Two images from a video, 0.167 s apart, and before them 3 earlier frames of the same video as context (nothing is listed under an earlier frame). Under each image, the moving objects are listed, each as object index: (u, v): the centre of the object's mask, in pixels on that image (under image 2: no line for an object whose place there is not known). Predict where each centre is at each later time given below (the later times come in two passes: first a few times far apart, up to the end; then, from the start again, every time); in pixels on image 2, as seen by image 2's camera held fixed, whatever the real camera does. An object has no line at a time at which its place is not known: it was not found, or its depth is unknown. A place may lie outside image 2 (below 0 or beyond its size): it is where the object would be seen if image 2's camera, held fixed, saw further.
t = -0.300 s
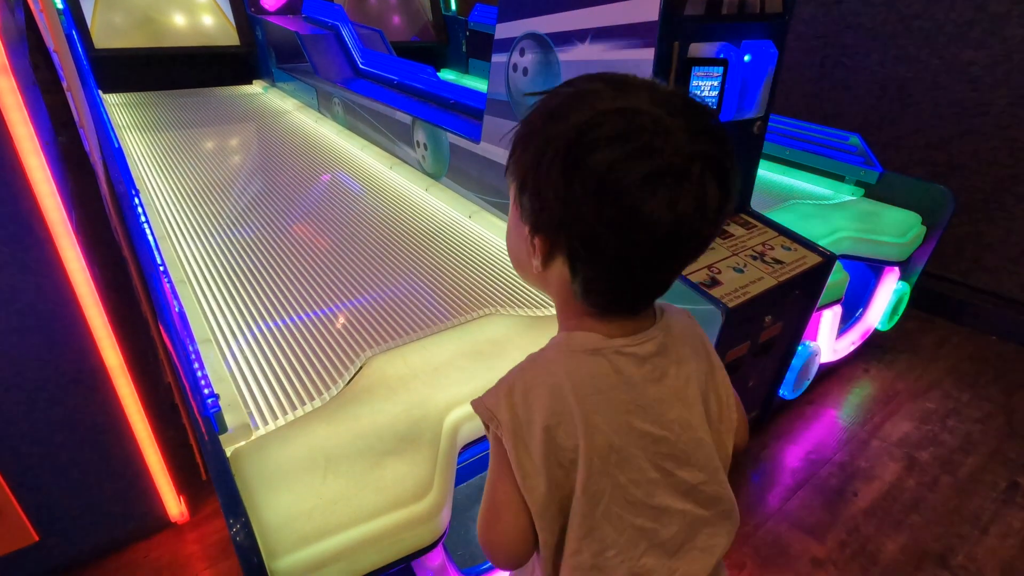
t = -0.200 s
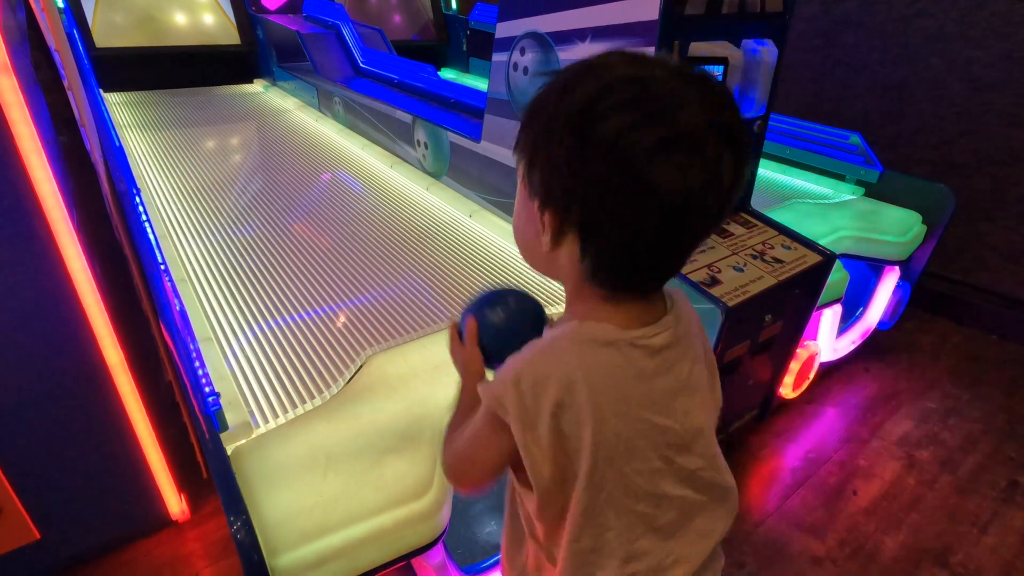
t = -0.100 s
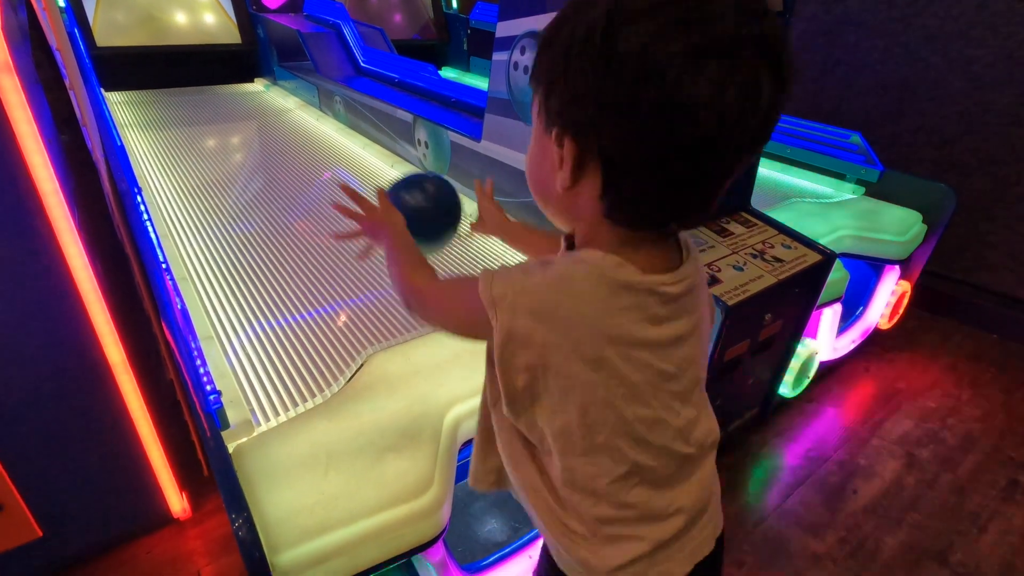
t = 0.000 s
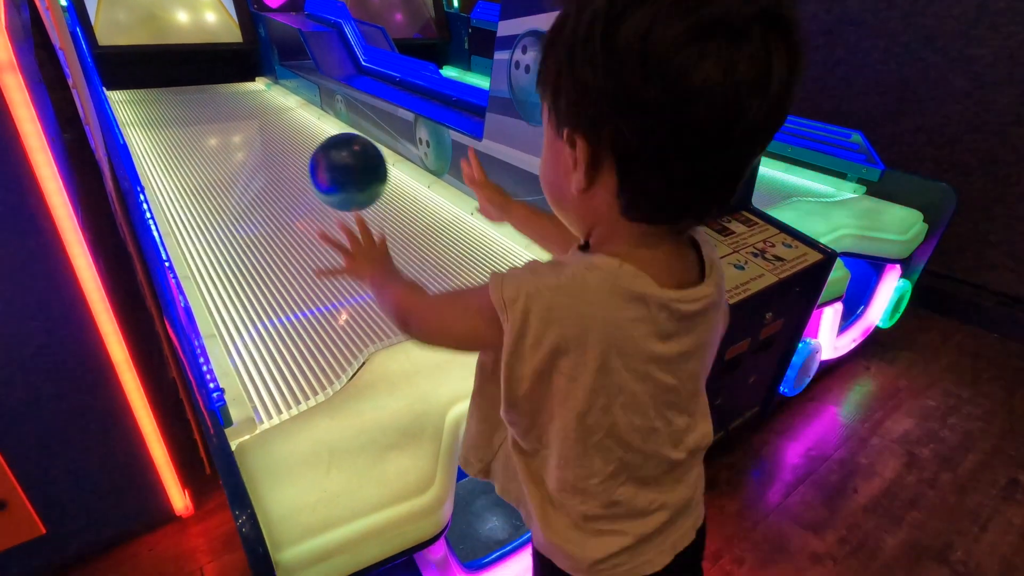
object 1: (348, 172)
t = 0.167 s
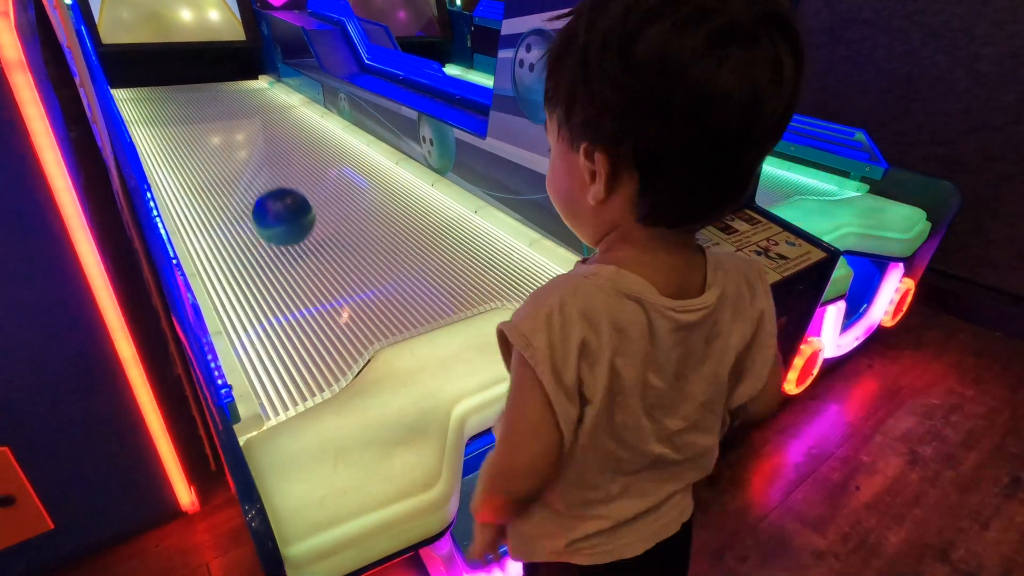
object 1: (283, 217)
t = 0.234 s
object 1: (261, 186)
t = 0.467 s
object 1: (213, 182)
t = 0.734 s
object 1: (169, 159)
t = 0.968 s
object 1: (157, 141)
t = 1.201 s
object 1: (150, 126)
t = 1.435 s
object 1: (146, 116)
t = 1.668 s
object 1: (146, 108)
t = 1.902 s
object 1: (148, 101)
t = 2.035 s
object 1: (150, 98)
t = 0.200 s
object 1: (271, 199)
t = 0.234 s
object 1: (261, 186)
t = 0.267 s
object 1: (252, 179)
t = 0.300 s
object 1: (244, 178)
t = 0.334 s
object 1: (238, 183)
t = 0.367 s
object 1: (233, 193)
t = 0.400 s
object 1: (226, 188)
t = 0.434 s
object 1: (219, 182)
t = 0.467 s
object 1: (213, 182)
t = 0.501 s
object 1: (207, 180)
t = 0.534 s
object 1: (201, 177)
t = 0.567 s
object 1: (195, 174)
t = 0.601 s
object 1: (190, 171)
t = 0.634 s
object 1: (184, 167)
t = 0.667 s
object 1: (178, 164)
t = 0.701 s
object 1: (173, 162)
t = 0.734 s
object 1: (169, 159)
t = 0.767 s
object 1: (165, 156)
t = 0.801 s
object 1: (163, 153)
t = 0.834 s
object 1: (162, 151)
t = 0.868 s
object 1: (160, 148)
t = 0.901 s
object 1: (159, 146)
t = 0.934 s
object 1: (158, 143)
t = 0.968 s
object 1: (157, 141)
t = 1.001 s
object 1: (156, 139)
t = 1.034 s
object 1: (154, 136)
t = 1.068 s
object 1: (154, 134)
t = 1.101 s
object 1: (153, 132)
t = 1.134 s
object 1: (152, 130)
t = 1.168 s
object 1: (151, 128)
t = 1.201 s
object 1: (150, 126)
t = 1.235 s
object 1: (149, 125)
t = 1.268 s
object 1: (148, 123)
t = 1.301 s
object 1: (148, 122)
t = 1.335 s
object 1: (147, 120)
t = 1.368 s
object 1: (147, 119)
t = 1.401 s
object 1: (147, 117)
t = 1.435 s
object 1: (146, 116)
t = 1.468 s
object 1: (146, 115)
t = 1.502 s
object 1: (146, 113)
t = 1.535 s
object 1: (146, 112)
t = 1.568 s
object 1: (146, 111)
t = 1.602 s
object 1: (146, 110)
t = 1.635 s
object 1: (146, 109)
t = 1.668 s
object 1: (146, 108)
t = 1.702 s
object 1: (146, 107)
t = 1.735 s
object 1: (147, 106)
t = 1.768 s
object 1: (147, 104)
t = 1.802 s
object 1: (147, 103)
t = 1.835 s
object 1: (148, 102)
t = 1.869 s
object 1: (148, 102)
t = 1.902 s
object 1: (148, 101)
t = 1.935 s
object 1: (149, 100)
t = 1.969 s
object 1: (149, 99)
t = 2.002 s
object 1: (150, 99)
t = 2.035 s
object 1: (150, 98)
